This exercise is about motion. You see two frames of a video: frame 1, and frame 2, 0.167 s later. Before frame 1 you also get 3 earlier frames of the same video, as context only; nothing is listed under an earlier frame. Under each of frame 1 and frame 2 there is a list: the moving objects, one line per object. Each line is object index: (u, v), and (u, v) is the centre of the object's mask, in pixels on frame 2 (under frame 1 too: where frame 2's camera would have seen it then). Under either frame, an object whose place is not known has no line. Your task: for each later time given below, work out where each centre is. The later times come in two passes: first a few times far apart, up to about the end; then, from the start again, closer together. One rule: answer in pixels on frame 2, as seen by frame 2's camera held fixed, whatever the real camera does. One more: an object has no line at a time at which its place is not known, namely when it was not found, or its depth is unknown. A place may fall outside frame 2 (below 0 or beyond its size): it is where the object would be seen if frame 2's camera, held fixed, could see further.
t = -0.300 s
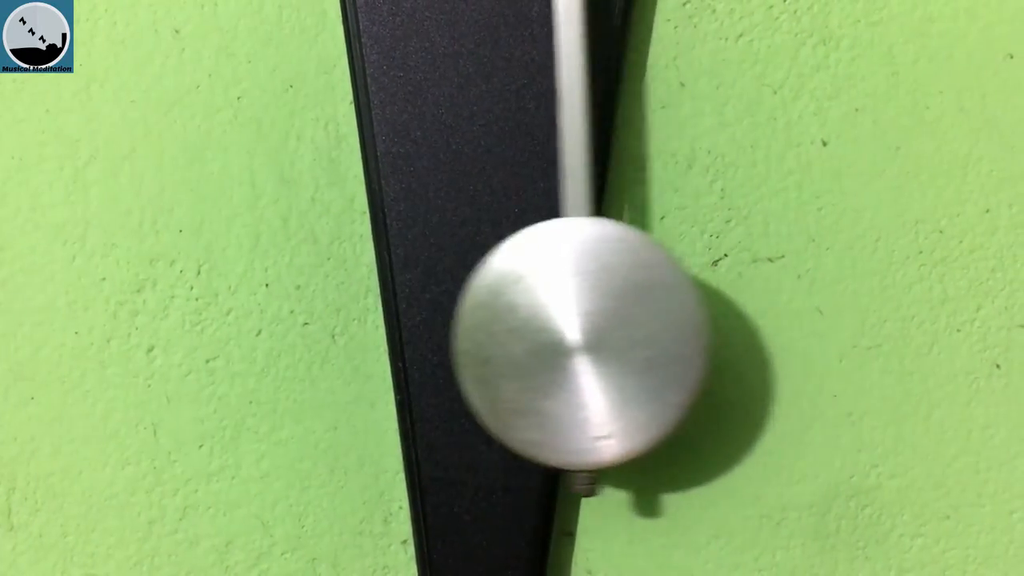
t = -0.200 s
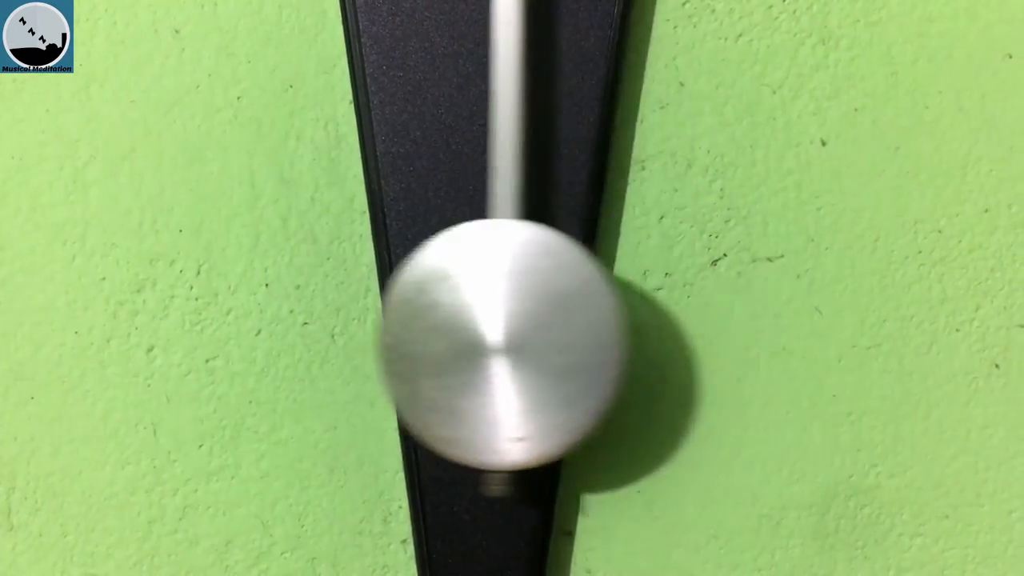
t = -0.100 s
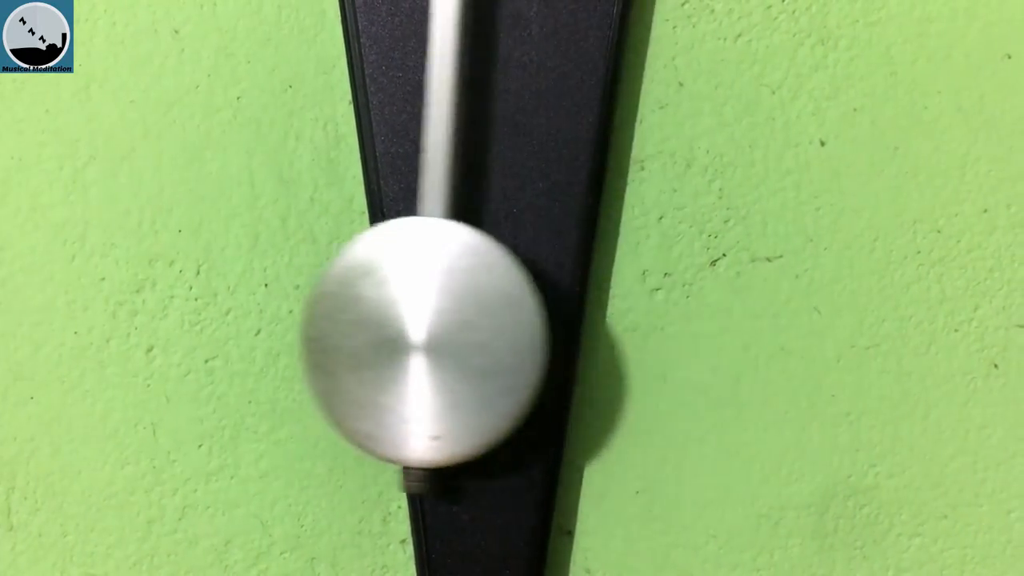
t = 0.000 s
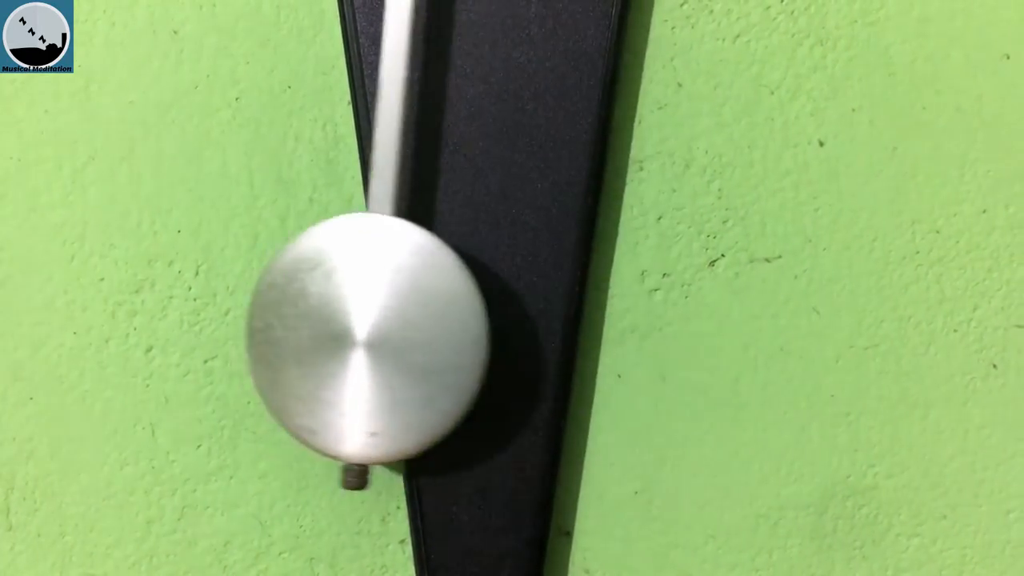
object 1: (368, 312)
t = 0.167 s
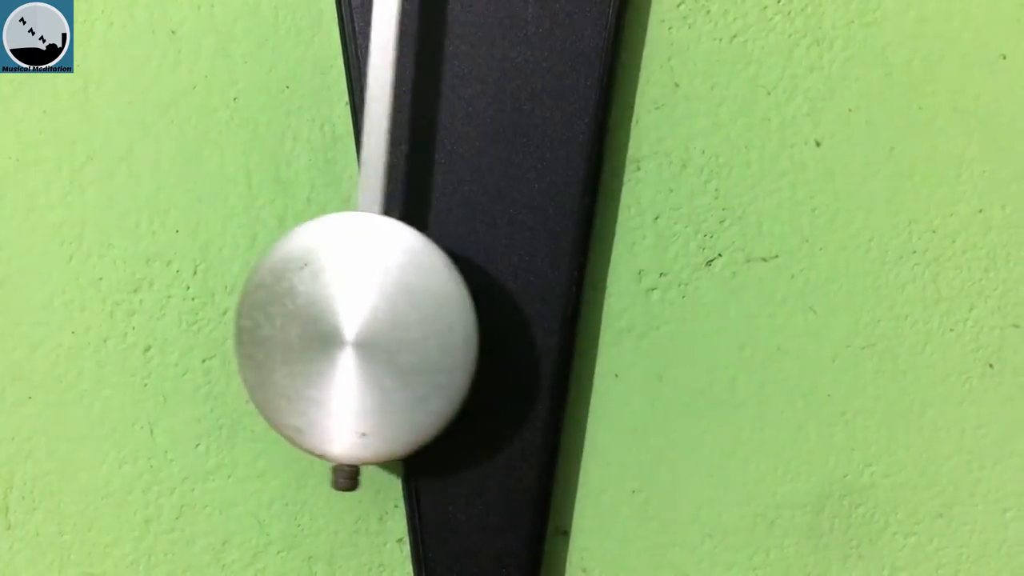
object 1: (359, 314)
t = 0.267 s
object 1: (408, 315)
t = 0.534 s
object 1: (602, 314)
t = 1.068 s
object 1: (428, 311)
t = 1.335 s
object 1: (354, 314)
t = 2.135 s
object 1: (509, 316)
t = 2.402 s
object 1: (357, 316)
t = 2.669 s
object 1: (453, 316)
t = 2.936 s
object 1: (628, 319)
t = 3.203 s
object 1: (581, 317)
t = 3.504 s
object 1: (377, 316)
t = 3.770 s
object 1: (402, 319)
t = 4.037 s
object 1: (591, 318)
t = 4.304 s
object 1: (619, 318)
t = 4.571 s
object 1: (441, 317)
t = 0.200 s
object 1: (371, 314)
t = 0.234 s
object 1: (388, 315)
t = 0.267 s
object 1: (408, 315)
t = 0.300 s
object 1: (431, 315)
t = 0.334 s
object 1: (455, 315)
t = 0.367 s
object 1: (481, 315)
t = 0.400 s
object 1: (507, 316)
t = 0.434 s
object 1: (532, 316)
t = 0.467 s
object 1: (558, 315)
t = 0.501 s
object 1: (581, 315)
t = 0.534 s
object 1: (602, 314)
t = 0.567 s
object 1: (620, 314)
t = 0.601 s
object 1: (633, 314)
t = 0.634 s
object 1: (643, 314)
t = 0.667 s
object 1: (647, 313)
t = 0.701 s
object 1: (647, 313)
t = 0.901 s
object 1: (554, 312)
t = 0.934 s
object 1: (529, 311)
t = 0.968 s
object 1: (504, 310)
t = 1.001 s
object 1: (478, 311)
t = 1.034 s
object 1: (454, 310)
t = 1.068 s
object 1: (428, 311)
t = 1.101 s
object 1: (405, 311)
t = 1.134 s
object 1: (385, 311)
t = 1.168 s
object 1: (368, 313)
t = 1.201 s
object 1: (355, 313)
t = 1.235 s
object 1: (347, 313)
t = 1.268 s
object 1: (344, 314)
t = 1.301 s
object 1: (347, 314)
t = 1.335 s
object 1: (354, 314)
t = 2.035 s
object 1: (582, 315)
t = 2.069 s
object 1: (559, 316)
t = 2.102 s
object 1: (534, 315)
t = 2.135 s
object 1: (509, 316)
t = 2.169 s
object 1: (484, 315)
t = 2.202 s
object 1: (459, 315)
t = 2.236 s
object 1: (435, 316)
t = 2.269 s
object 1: (413, 315)
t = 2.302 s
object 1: (393, 315)
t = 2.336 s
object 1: (377, 315)
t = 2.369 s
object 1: (365, 316)
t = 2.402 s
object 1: (357, 316)
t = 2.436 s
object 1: (355, 315)
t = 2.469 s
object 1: (357, 315)
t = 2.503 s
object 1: (364, 315)
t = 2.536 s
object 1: (375, 315)
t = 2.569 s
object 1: (391, 314)
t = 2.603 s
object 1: (409, 314)
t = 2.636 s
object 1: (430, 314)
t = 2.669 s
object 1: (453, 316)
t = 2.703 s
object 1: (477, 317)
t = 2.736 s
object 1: (502, 317)
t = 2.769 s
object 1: (527, 319)
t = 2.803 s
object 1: (552, 318)
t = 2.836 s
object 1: (575, 318)
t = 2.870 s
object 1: (596, 318)
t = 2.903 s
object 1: (614, 319)
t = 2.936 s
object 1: (628, 319)
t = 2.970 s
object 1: (639, 319)
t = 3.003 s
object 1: (644, 319)
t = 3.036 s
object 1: (645, 319)
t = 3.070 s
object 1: (641, 319)
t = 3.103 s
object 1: (632, 319)
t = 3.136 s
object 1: (618, 319)
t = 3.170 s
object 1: (601, 318)
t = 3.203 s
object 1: (581, 317)
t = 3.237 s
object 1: (558, 318)
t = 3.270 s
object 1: (534, 317)
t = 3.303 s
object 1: (509, 317)
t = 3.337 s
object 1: (485, 316)
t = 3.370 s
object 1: (460, 317)
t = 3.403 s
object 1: (436, 316)
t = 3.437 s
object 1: (414, 315)
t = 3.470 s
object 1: (395, 315)
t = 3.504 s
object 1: (377, 316)
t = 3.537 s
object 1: (365, 317)
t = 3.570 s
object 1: (356, 317)
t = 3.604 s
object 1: (352, 317)
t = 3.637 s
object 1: (353, 317)
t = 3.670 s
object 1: (358, 317)
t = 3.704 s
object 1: (369, 318)
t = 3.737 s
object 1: (383, 318)
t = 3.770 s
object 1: (402, 319)
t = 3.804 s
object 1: (423, 319)
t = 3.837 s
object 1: (446, 319)
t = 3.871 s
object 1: (471, 320)
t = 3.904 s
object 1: (497, 319)
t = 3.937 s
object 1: (521, 320)
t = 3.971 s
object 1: (546, 318)
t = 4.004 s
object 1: (570, 317)
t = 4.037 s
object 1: (591, 318)
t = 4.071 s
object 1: (610, 318)
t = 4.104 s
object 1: (625, 318)
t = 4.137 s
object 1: (636, 317)
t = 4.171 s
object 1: (642, 317)
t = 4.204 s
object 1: (643, 317)
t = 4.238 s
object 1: (639, 317)
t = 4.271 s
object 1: (631, 318)
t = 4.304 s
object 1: (619, 318)
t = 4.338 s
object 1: (603, 318)
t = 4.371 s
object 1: (583, 318)
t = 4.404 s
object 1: (562, 318)
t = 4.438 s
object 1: (538, 319)
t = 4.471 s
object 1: (513, 319)
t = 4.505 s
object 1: (489, 318)
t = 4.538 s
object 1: (464, 317)
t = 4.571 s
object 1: (441, 317)
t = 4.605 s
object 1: (419, 316)
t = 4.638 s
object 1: (398, 317)
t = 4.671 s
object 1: (382, 316)
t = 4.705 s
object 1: (369, 319)
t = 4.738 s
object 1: (360, 319)
